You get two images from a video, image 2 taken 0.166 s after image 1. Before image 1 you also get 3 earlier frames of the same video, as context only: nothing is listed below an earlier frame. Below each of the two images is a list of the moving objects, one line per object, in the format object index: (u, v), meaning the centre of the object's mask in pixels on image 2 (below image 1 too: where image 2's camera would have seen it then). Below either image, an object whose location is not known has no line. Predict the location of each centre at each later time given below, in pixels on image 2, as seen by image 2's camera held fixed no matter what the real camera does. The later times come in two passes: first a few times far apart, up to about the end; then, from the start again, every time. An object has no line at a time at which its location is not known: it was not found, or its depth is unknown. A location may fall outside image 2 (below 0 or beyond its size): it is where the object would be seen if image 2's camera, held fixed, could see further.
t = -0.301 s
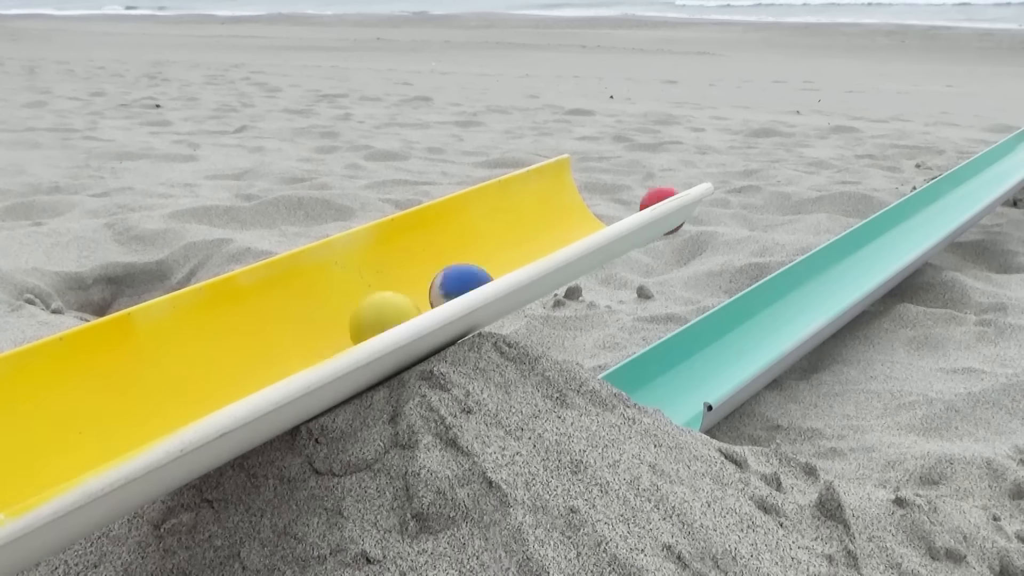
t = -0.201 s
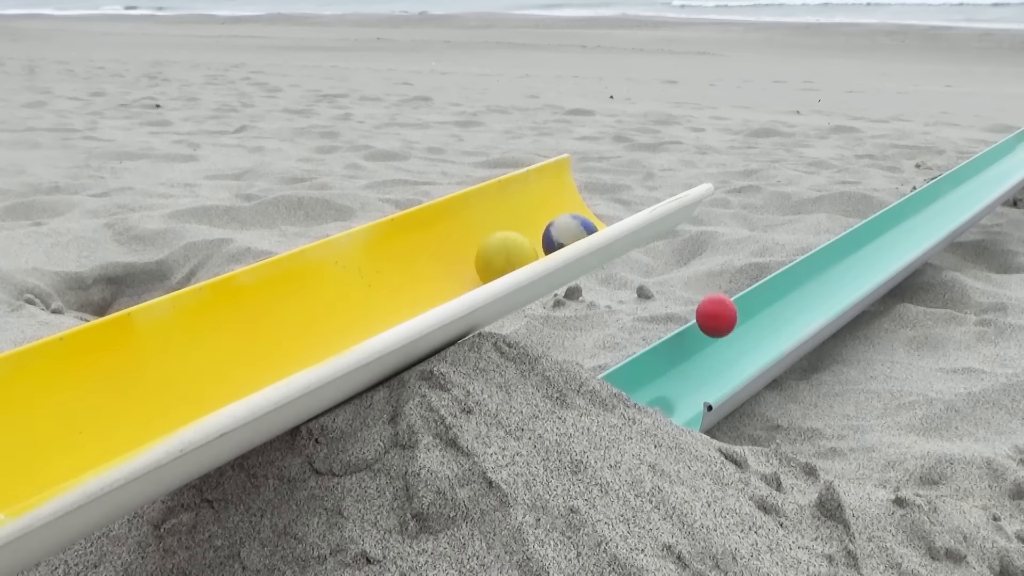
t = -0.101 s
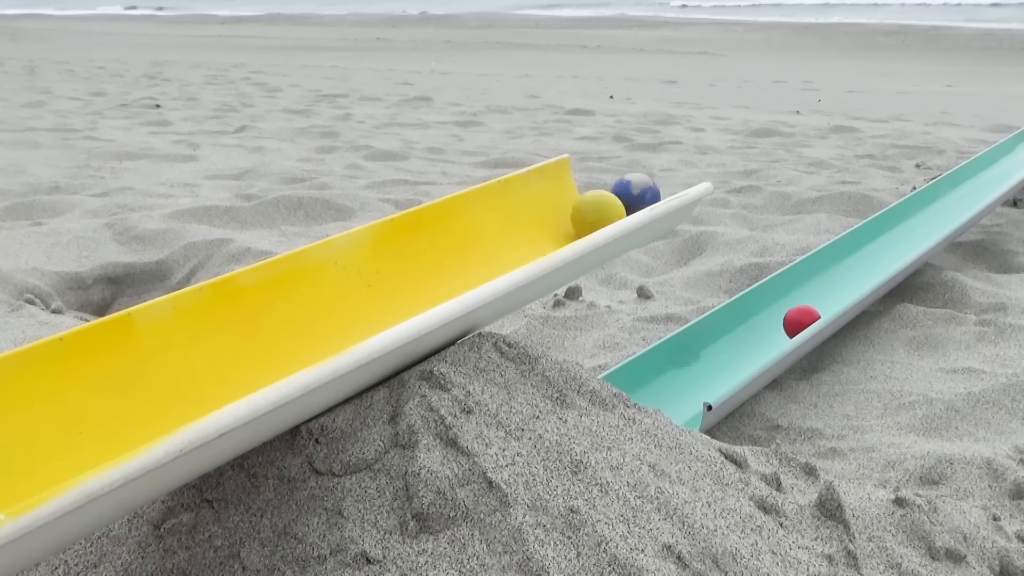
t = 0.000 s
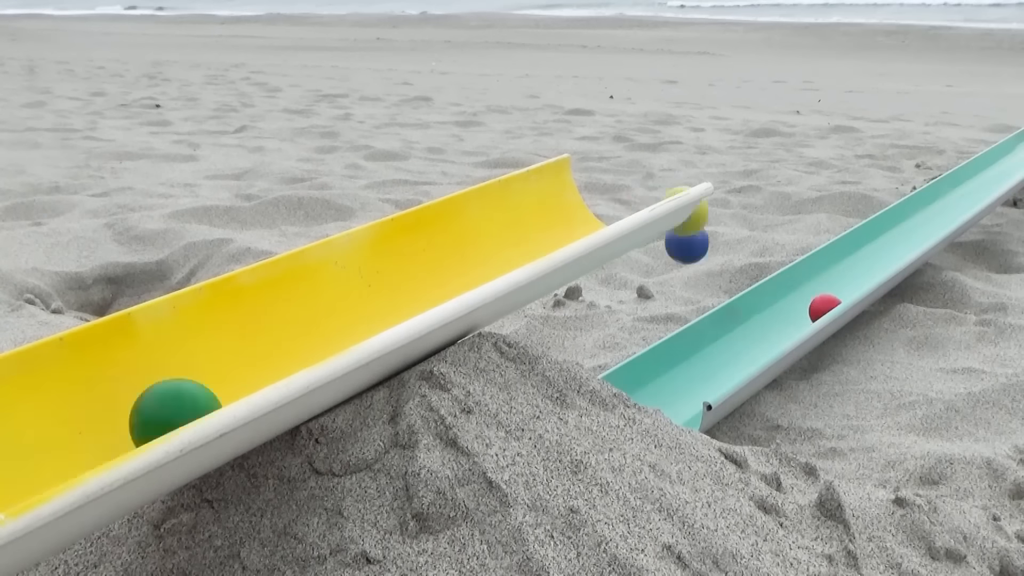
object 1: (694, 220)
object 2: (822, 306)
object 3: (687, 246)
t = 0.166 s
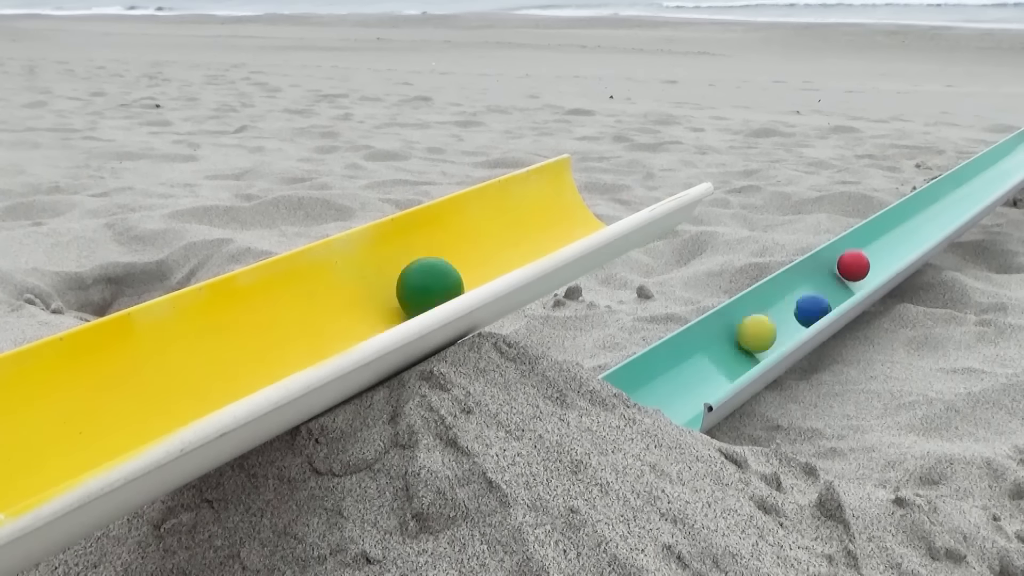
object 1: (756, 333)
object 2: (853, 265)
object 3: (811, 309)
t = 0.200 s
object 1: (762, 311)
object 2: (867, 265)
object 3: (834, 294)
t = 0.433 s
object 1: (884, 264)
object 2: (937, 224)
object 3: (871, 247)
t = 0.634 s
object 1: (911, 230)
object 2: (962, 201)
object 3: (950, 218)
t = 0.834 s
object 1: (973, 201)
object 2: (1002, 180)
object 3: (960, 194)
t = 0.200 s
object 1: (762, 311)
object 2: (867, 265)
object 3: (834, 294)
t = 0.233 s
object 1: (773, 297)
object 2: (882, 259)
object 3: (847, 286)
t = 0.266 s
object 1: (788, 292)
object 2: (897, 252)
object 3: (854, 286)
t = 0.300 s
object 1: (805, 295)
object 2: (910, 245)
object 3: (856, 283)
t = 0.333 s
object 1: (828, 295)
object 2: (920, 237)
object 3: (856, 278)
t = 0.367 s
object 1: (850, 284)
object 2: (927, 233)
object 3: (859, 265)
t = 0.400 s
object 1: (869, 274)
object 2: (933, 229)
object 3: (862, 255)
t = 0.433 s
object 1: (884, 264)
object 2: (937, 224)
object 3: (871, 247)
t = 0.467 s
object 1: (893, 256)
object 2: (940, 221)
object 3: (879, 246)
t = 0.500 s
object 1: (900, 252)
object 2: (943, 217)
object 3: (895, 241)
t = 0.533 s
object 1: (903, 249)
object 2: (945, 214)
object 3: (917, 236)
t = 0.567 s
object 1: (905, 244)
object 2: (949, 208)
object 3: (930, 230)
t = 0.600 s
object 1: (908, 239)
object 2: (955, 204)
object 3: (941, 223)
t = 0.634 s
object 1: (911, 230)
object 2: (962, 201)
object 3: (950, 218)
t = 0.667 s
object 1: (917, 223)
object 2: (971, 197)
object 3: (954, 213)
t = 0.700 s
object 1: (926, 219)
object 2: (979, 194)
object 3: (956, 213)
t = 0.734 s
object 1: (937, 217)
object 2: (986, 190)
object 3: (959, 209)
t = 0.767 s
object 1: (950, 213)
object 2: (992, 186)
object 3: (962, 202)
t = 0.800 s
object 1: (961, 207)
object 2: (998, 182)
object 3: (956, 196)
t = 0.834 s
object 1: (973, 201)
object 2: (1002, 180)
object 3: (960, 194)
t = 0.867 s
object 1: (983, 194)
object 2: (1005, 177)
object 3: (965, 192)
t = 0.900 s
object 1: (988, 190)
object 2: (1008, 174)
